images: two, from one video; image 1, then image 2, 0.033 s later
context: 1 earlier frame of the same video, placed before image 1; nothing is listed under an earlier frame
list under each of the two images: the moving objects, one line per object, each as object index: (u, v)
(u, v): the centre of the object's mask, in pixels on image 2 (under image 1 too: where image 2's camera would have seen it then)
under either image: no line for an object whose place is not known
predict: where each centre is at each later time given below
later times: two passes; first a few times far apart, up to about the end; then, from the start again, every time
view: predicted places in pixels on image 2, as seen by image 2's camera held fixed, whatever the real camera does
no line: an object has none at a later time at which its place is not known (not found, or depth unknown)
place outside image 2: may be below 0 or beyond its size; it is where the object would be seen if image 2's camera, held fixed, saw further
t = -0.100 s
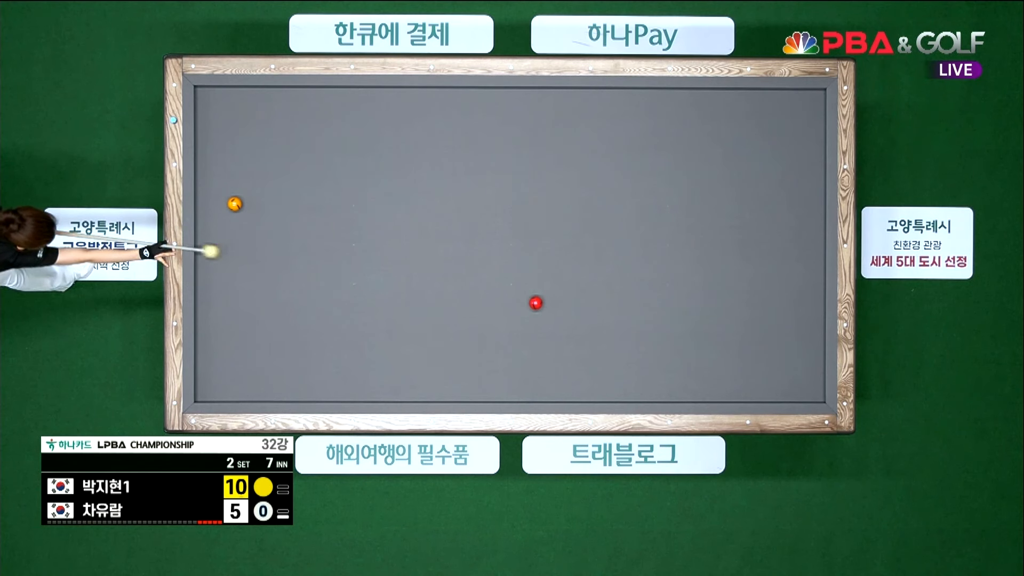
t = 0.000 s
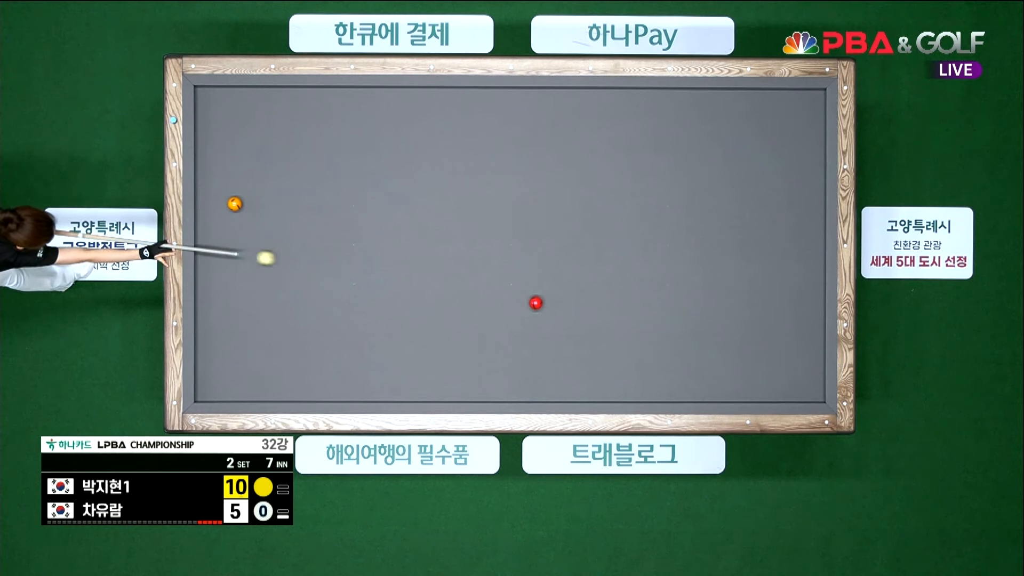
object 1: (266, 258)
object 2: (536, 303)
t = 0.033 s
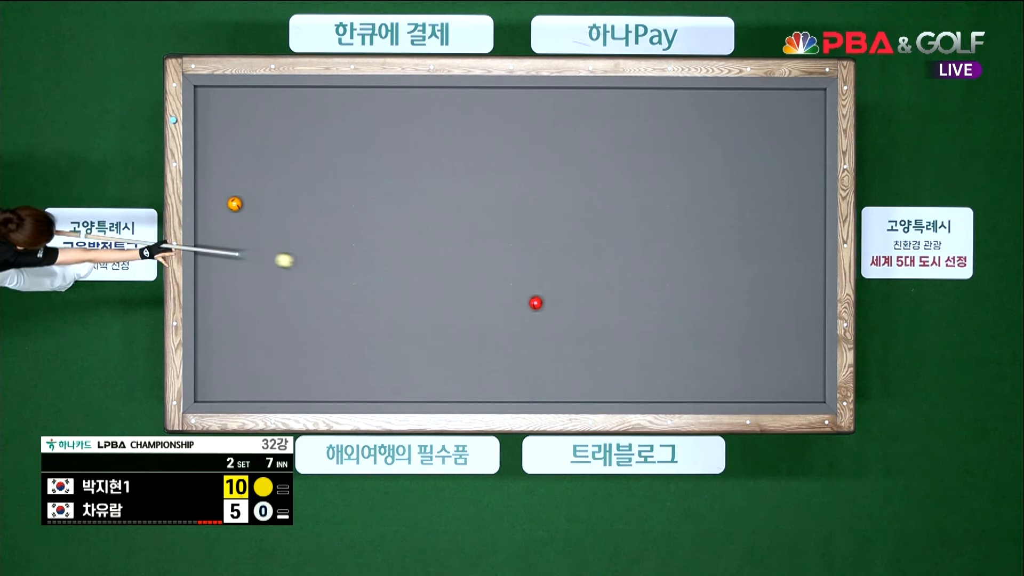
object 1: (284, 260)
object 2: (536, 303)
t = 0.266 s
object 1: (414, 276)
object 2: (536, 303)
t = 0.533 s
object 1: (553, 281)
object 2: (543, 317)
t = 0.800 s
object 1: (670, 246)
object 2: (570, 369)
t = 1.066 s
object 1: (787, 215)
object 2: (593, 384)
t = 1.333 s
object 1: (754, 190)
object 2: (611, 358)
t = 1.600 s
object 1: (681, 168)
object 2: (628, 333)
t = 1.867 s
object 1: (614, 146)
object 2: (646, 308)
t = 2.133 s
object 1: (549, 125)
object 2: (663, 285)
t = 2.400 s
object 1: (483, 103)
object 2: (679, 262)
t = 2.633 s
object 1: (430, 98)
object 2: (693, 243)
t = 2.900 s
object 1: (373, 108)
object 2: (709, 221)
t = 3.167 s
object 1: (317, 118)
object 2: (725, 201)
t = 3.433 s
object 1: (262, 128)
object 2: (740, 180)
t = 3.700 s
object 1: (207, 138)
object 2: (754, 161)
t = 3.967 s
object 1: (232, 154)
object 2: (768, 142)
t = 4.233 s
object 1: (262, 170)
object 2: (782, 123)
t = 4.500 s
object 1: (292, 185)
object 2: (795, 105)
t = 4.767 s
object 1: (320, 201)
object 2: (806, 98)
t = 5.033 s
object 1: (348, 216)
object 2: (814, 107)
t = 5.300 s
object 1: (376, 230)
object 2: (818, 115)
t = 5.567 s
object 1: (403, 245)
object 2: (814, 121)
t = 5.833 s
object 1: (429, 259)
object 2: (810, 127)
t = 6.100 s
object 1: (454, 272)
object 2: (807, 132)
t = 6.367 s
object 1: (479, 286)
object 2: (805, 136)
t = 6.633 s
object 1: (503, 299)
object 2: (802, 140)
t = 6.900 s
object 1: (526, 311)
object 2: (800, 144)
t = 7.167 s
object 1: (549, 323)
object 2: (799, 147)
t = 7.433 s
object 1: (571, 335)
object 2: (798, 149)
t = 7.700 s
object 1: (593, 347)
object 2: (797, 150)
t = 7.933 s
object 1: (611, 357)
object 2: (797, 151)
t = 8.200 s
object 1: (631, 368)
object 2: (797, 152)
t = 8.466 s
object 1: (650, 378)
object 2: (797, 152)
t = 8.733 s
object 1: (669, 388)
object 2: (797, 152)
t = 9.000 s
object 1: (686, 395)
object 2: (797, 152)
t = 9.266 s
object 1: (700, 390)
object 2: (797, 152)
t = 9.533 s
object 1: (714, 385)
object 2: (797, 152)
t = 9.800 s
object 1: (727, 381)
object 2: (796, 152)
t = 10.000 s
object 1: (736, 377)
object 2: (797, 152)
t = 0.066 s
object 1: (303, 263)
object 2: (536, 303)
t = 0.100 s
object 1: (321, 265)
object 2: (536, 303)
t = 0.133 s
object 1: (340, 267)
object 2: (536, 303)
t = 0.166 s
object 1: (358, 270)
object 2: (536, 303)
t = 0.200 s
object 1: (377, 272)
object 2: (536, 303)
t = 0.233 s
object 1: (395, 274)
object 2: (536, 303)
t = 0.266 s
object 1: (414, 276)
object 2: (536, 303)
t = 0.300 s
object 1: (432, 278)
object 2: (536, 303)
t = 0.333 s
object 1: (451, 281)
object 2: (536, 303)
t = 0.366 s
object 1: (469, 283)
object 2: (536, 303)
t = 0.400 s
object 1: (488, 285)
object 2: (536, 303)
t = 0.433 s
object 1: (506, 288)
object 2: (536, 303)
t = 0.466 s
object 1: (524, 290)
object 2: (536, 303)
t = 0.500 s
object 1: (540, 286)
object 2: (539, 308)
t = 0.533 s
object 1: (553, 281)
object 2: (543, 317)
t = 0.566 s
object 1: (568, 275)
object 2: (547, 324)
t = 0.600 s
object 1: (582, 270)
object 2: (551, 331)
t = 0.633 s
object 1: (597, 265)
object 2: (555, 339)
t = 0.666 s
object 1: (611, 261)
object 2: (558, 345)
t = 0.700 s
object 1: (626, 257)
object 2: (561, 351)
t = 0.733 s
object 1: (640, 254)
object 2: (564, 357)
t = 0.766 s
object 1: (655, 250)
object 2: (567, 363)
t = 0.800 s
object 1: (670, 246)
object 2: (570, 369)
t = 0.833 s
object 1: (685, 242)
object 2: (574, 374)
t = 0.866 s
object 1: (700, 238)
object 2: (577, 380)
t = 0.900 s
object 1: (714, 234)
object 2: (580, 386)
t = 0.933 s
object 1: (729, 230)
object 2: (583, 391)
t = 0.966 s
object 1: (743, 227)
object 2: (586, 396)
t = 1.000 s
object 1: (758, 222)
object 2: (588, 392)
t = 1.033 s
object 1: (773, 219)
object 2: (590, 388)
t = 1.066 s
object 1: (787, 215)
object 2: (593, 384)
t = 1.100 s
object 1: (801, 211)
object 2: (595, 380)
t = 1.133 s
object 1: (816, 207)
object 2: (597, 377)
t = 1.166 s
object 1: (812, 204)
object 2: (599, 373)
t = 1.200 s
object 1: (800, 201)
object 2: (602, 370)
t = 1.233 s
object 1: (787, 199)
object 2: (604, 367)
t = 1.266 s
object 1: (776, 196)
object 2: (606, 364)
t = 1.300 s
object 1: (765, 193)
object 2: (608, 361)
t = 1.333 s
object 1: (754, 190)
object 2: (611, 358)
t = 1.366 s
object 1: (743, 188)
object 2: (613, 355)
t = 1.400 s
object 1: (733, 185)
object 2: (615, 351)
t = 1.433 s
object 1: (724, 182)
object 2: (617, 348)
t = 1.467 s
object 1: (715, 179)
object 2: (620, 345)
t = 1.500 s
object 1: (707, 176)
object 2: (622, 342)
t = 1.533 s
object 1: (698, 174)
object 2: (624, 339)
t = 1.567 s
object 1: (690, 171)
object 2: (626, 336)
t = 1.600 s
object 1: (681, 168)
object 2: (628, 333)
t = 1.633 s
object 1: (673, 165)
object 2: (631, 330)
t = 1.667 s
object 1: (665, 163)
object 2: (633, 327)
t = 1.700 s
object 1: (656, 160)
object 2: (635, 324)
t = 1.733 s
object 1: (648, 157)
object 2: (637, 321)
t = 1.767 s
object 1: (639, 154)
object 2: (639, 318)
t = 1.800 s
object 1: (631, 152)
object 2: (642, 315)
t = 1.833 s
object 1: (623, 149)
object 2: (644, 312)
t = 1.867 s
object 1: (614, 146)
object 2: (646, 308)
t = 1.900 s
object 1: (606, 144)
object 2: (648, 306)
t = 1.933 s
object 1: (598, 141)
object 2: (650, 303)
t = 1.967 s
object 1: (590, 138)
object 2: (652, 300)
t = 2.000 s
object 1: (581, 135)
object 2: (654, 297)
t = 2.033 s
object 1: (573, 133)
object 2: (657, 294)
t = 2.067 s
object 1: (565, 130)
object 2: (659, 291)
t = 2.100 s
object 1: (557, 127)
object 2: (661, 288)
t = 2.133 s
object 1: (549, 125)
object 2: (663, 285)
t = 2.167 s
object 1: (541, 122)
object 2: (665, 282)
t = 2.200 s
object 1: (532, 119)
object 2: (667, 280)
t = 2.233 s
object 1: (524, 116)
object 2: (669, 277)
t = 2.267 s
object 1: (516, 114)
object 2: (671, 274)
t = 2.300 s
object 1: (508, 111)
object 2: (673, 271)
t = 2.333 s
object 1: (500, 108)
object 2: (675, 268)
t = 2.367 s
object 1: (491, 106)
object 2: (677, 265)
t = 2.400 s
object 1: (483, 103)
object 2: (679, 262)
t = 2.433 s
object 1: (475, 100)
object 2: (681, 260)
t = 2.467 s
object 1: (467, 98)
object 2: (683, 257)
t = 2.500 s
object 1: (459, 95)
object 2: (685, 254)
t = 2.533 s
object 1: (451, 93)
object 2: (687, 252)
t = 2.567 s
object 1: (444, 95)
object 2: (689, 249)
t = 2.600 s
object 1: (437, 97)
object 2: (691, 246)
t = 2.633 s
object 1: (430, 98)
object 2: (693, 243)
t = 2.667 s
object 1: (423, 99)
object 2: (695, 240)
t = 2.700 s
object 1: (415, 100)
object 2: (698, 238)
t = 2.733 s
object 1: (408, 102)
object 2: (699, 235)
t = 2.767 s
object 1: (401, 103)
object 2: (701, 232)
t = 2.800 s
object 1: (394, 104)
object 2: (703, 230)
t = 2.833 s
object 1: (387, 106)
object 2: (705, 227)
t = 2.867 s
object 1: (380, 107)
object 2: (707, 224)
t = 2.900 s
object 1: (373, 108)
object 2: (709, 221)
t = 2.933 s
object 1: (366, 110)
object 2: (711, 219)
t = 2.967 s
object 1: (358, 111)
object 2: (713, 216)
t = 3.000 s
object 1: (352, 112)
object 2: (715, 214)
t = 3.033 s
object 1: (345, 113)
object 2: (717, 211)
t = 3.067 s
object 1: (337, 114)
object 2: (719, 208)
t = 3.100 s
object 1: (331, 116)
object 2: (721, 206)
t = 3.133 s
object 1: (324, 117)
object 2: (723, 203)
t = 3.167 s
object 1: (317, 118)
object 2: (725, 201)
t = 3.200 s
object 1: (309, 119)
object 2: (727, 198)
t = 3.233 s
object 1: (303, 121)
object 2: (728, 196)
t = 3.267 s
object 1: (296, 122)
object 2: (730, 193)
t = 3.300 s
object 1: (289, 123)
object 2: (732, 191)
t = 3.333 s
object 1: (282, 124)
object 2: (734, 188)
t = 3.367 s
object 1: (275, 126)
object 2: (736, 185)
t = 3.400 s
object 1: (268, 127)
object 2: (738, 183)
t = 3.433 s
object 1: (262, 128)
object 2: (740, 180)
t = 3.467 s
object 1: (255, 129)
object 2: (741, 178)
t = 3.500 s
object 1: (248, 130)
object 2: (743, 175)
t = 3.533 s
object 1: (241, 132)
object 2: (745, 173)
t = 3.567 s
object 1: (234, 133)
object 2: (747, 170)
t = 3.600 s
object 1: (227, 134)
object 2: (749, 168)
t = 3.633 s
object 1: (221, 136)
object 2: (750, 166)
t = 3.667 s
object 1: (214, 137)
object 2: (752, 163)
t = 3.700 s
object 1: (207, 138)
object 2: (754, 161)
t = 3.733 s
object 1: (201, 140)
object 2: (756, 158)
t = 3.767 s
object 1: (205, 142)
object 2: (758, 156)
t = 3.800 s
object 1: (211, 144)
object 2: (759, 154)
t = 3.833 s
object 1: (216, 146)
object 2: (761, 151)
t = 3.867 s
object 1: (220, 148)
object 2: (763, 149)
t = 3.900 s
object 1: (224, 150)
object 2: (765, 146)
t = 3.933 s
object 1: (228, 152)
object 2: (767, 144)
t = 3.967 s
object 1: (232, 154)
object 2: (768, 142)
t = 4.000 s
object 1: (235, 156)
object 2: (770, 139)
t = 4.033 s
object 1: (239, 158)
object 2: (772, 137)
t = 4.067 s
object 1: (243, 160)
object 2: (773, 135)
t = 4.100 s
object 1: (247, 162)
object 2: (775, 133)
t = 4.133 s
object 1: (251, 164)
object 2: (777, 130)
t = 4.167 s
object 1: (255, 166)
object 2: (778, 128)
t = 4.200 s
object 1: (258, 168)
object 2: (780, 126)
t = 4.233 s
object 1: (262, 170)
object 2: (782, 123)
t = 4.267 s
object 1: (266, 172)
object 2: (784, 121)
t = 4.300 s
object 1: (269, 174)
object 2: (785, 119)
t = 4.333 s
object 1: (273, 176)
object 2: (787, 117)
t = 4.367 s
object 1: (277, 178)
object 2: (789, 115)
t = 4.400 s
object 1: (281, 180)
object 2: (790, 112)
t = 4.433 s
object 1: (284, 182)
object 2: (792, 110)
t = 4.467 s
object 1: (288, 184)
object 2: (793, 108)
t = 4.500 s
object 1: (292, 185)
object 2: (795, 105)
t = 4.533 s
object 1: (295, 187)
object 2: (797, 104)
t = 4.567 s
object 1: (299, 189)
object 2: (798, 101)
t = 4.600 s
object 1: (303, 192)
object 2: (800, 99)
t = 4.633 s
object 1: (306, 193)
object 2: (801, 97)
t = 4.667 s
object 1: (310, 195)
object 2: (803, 95)
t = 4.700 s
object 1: (313, 197)
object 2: (804, 96)
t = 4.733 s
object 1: (317, 199)
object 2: (805, 97)
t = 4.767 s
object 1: (320, 201)
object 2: (806, 98)
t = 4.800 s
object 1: (324, 203)
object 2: (807, 100)
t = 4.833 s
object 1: (327, 205)
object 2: (808, 101)
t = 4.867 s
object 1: (331, 206)
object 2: (809, 102)
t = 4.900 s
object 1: (335, 208)
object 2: (810, 103)
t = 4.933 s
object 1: (338, 210)
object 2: (811, 104)
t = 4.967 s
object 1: (342, 212)
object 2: (812, 105)
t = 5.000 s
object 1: (345, 214)
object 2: (813, 106)
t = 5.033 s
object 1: (348, 216)
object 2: (814, 107)
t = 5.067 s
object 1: (352, 218)
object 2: (815, 109)
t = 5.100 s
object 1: (355, 219)
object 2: (816, 110)
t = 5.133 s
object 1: (359, 221)
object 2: (817, 111)
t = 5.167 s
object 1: (362, 223)
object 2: (818, 112)
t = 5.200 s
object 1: (366, 225)
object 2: (819, 113)
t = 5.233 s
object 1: (369, 227)
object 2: (819, 114)
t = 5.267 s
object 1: (373, 229)
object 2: (818, 114)
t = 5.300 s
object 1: (376, 230)
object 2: (818, 115)
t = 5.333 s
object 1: (379, 232)
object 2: (818, 116)
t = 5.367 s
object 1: (382, 234)
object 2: (817, 117)
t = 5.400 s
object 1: (386, 236)
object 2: (817, 118)
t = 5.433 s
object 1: (389, 238)
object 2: (816, 118)
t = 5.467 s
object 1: (393, 239)
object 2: (816, 119)
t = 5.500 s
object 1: (396, 241)
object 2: (815, 120)
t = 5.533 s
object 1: (399, 243)
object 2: (815, 121)
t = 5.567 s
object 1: (403, 245)
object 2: (814, 121)
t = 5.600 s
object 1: (406, 246)
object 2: (813, 122)
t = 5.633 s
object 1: (409, 248)
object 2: (813, 123)
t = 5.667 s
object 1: (412, 250)
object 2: (812, 124)
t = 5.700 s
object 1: (416, 252)
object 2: (812, 124)
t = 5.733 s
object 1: (419, 254)
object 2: (812, 125)
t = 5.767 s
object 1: (422, 255)
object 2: (811, 126)
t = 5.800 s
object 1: (425, 257)
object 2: (811, 126)
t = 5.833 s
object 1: (429, 259)
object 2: (810, 127)
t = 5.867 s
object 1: (432, 260)
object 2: (810, 128)
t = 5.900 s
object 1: (435, 262)
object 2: (810, 128)
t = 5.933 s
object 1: (438, 264)
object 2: (809, 129)
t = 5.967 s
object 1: (441, 266)
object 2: (809, 129)
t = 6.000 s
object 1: (445, 267)
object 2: (808, 130)
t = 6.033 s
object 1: (448, 269)
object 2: (808, 131)
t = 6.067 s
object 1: (451, 270)
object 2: (808, 131)
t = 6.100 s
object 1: (454, 272)
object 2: (807, 132)
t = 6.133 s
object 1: (457, 274)
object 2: (807, 133)
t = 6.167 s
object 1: (460, 276)
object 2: (807, 133)
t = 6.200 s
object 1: (464, 277)
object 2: (806, 134)
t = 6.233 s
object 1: (467, 279)
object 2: (806, 134)
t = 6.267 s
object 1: (470, 281)
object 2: (806, 135)
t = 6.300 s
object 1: (473, 282)
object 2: (805, 135)
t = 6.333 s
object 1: (476, 284)
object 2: (805, 136)
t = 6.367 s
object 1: (479, 286)
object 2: (805, 136)
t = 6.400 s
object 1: (482, 287)
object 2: (804, 137)
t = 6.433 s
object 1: (485, 289)
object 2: (804, 138)
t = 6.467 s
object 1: (488, 290)
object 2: (804, 138)
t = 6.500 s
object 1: (491, 292)
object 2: (803, 138)
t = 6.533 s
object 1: (494, 294)
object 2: (803, 139)
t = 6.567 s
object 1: (497, 295)
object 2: (803, 139)
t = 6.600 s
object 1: (500, 297)
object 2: (803, 140)
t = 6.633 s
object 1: (503, 299)
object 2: (802, 140)
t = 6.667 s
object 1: (506, 300)
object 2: (802, 141)
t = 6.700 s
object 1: (509, 302)
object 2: (802, 141)
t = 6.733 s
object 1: (512, 303)
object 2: (802, 142)
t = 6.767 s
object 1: (515, 305)
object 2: (801, 142)
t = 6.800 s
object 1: (518, 306)
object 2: (801, 143)
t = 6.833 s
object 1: (521, 308)
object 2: (801, 143)
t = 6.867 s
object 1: (524, 309)
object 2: (801, 143)
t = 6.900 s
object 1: (526, 311)
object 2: (800, 144)
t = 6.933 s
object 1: (529, 312)
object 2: (800, 144)
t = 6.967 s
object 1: (532, 314)
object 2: (800, 144)
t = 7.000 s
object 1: (535, 316)
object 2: (800, 145)
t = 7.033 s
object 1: (538, 317)
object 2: (800, 145)
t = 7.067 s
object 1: (541, 319)
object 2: (799, 145)
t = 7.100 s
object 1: (543, 320)
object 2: (799, 146)
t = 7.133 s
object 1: (546, 322)
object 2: (799, 146)
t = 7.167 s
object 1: (549, 323)
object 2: (799, 147)
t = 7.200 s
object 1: (552, 325)
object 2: (799, 147)
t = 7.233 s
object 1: (555, 326)
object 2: (799, 147)
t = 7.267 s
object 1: (558, 328)
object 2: (799, 147)
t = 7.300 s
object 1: (560, 329)
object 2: (799, 148)
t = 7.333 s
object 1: (563, 331)
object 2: (798, 148)
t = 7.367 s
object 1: (566, 332)
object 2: (798, 148)
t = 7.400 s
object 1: (568, 334)
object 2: (798, 148)
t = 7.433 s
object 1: (571, 335)
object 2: (798, 149)
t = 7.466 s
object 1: (574, 337)
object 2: (798, 149)
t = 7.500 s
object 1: (577, 338)
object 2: (798, 149)
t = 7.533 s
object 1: (579, 340)
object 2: (798, 149)
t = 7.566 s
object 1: (582, 341)
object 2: (798, 149)
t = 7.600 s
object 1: (584, 342)
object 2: (798, 150)
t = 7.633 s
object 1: (587, 344)
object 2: (798, 150)
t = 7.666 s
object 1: (590, 346)
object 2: (798, 150)
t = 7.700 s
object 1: (593, 347)
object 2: (797, 150)
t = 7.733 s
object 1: (595, 348)
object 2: (797, 151)
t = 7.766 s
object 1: (598, 350)
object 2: (797, 151)
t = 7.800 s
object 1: (600, 351)
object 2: (797, 151)
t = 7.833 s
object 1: (603, 352)
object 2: (797, 151)
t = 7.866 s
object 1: (605, 354)
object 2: (797, 151)
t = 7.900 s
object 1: (608, 356)
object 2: (797, 151)
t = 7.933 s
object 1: (611, 357)
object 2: (797, 151)
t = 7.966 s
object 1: (613, 358)
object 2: (797, 151)
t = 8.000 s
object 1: (616, 360)
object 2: (797, 151)
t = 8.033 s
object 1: (618, 361)
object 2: (797, 152)
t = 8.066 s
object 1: (621, 362)
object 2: (797, 152)
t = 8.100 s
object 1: (623, 364)
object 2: (797, 152)
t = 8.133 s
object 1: (626, 365)
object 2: (797, 152)
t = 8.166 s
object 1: (628, 367)
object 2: (797, 152)
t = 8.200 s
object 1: (631, 368)
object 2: (797, 152)
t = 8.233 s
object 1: (633, 369)
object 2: (797, 152)
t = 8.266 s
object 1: (636, 370)
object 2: (797, 152)
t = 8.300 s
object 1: (638, 372)
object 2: (797, 152)
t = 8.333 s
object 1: (640, 373)
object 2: (797, 152)
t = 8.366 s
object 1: (643, 374)
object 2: (797, 152)
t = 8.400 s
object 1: (645, 376)
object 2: (797, 152)
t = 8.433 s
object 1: (648, 377)
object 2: (797, 152)
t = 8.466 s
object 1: (650, 378)
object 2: (797, 152)
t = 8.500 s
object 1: (652, 380)
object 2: (797, 152)
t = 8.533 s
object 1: (655, 381)
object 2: (797, 152)
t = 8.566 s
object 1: (657, 382)
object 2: (797, 152)
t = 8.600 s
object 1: (659, 383)
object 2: (797, 152)
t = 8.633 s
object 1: (662, 385)
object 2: (797, 152)
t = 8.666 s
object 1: (664, 386)
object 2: (797, 152)
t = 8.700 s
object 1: (667, 387)
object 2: (797, 152)
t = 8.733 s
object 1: (669, 388)
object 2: (797, 152)
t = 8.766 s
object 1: (671, 390)
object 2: (797, 152)
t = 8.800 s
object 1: (673, 391)
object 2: (797, 152)
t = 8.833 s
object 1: (676, 392)
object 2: (797, 152)
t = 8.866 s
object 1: (677, 393)
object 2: (797, 152)
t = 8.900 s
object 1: (680, 394)
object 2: (797, 152)
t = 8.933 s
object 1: (682, 396)
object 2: (797, 152)
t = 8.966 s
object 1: (684, 396)
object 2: (797, 152)
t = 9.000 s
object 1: (686, 395)
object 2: (797, 152)
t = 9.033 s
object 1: (688, 395)
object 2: (797, 152)
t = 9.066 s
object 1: (689, 394)
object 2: (797, 152)
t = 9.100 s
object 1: (691, 393)
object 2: (797, 152)
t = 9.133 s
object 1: (693, 393)
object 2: (797, 152)
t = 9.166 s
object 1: (695, 392)
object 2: (797, 152)
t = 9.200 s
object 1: (697, 391)
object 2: (796, 152)
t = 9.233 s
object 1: (698, 391)
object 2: (797, 152)
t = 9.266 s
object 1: (700, 390)
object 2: (797, 152)
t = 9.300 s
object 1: (702, 389)
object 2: (797, 152)
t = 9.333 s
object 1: (704, 389)
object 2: (797, 152)
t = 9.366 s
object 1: (706, 388)
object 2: (797, 152)
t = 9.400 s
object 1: (707, 388)
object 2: (797, 152)
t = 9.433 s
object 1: (709, 387)
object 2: (797, 152)
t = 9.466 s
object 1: (711, 387)
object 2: (797, 152)
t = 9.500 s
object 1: (712, 386)
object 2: (797, 152)
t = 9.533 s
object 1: (714, 385)
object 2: (797, 152)
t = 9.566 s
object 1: (715, 385)
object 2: (797, 152)
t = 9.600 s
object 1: (717, 384)
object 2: (797, 152)
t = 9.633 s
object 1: (719, 384)
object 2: (797, 152)
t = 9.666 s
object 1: (721, 383)
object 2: (797, 152)
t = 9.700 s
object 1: (722, 382)
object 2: (796, 152)
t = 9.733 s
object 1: (723, 382)
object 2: (797, 152)
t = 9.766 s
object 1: (725, 381)
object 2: (796, 152)
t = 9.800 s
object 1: (727, 381)
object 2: (796, 152)
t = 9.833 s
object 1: (728, 380)
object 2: (796, 152)
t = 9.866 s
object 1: (730, 380)
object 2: (796, 152)
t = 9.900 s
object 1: (731, 379)
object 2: (796, 152)
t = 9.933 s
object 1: (733, 378)
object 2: (797, 152)
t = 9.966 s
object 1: (734, 378)
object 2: (797, 152)
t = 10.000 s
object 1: (736, 377)
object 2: (797, 152)
